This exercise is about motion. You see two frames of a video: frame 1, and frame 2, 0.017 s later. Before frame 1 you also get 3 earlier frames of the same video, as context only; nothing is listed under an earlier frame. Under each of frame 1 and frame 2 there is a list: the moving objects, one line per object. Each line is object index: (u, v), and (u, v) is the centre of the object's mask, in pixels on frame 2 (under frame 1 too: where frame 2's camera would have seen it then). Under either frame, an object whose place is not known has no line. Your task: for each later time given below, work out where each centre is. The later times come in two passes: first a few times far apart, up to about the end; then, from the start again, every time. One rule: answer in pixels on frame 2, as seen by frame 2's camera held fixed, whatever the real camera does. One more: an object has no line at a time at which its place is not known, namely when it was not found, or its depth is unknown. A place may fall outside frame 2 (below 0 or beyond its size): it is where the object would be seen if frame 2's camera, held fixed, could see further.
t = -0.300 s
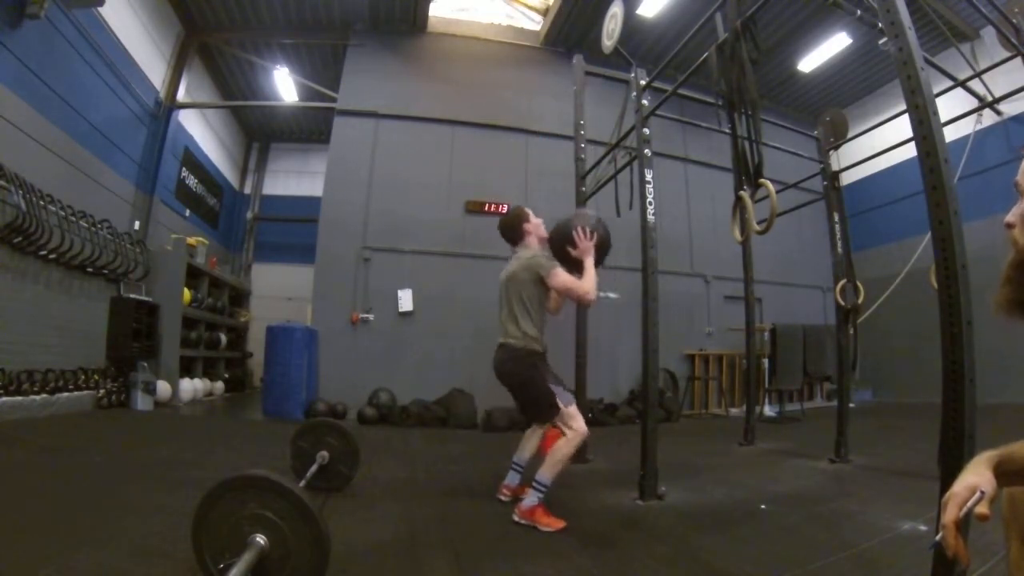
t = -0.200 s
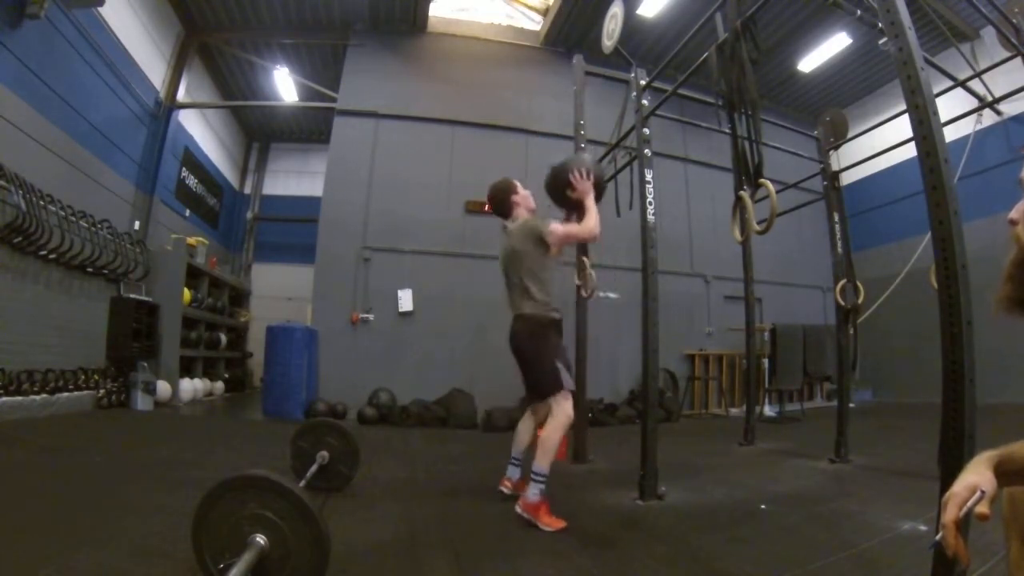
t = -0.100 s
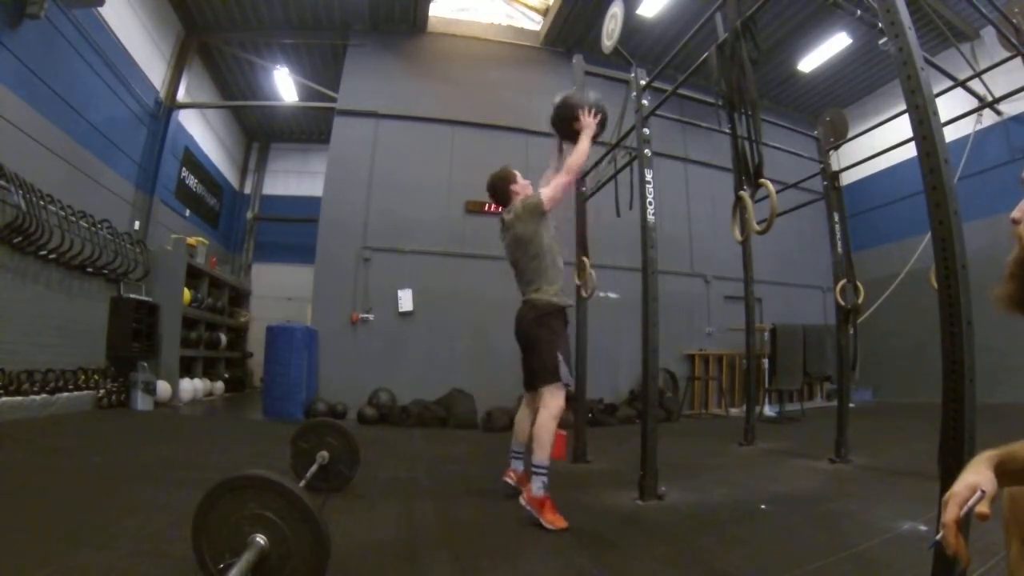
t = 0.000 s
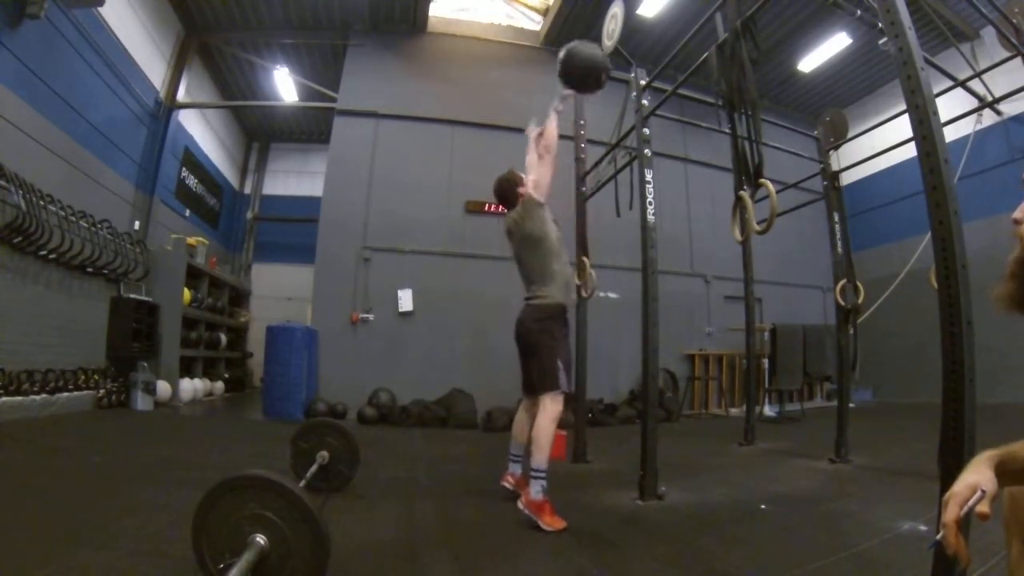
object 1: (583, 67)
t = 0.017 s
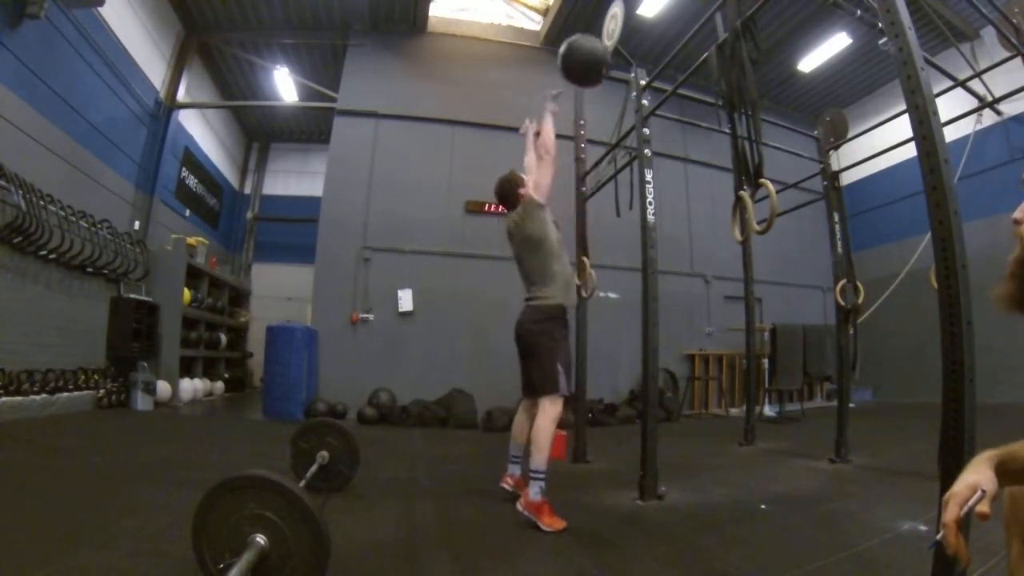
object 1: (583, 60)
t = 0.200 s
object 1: (591, 17)
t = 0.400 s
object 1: (585, 14)
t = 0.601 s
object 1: (577, 46)
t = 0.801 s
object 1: (573, 145)
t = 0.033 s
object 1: (584, 55)
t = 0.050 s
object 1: (584, 48)
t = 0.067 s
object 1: (586, 43)
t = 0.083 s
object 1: (587, 38)
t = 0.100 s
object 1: (588, 34)
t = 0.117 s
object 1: (589, 30)
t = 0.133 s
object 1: (590, 26)
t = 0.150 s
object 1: (590, 23)
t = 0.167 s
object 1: (591, 21)
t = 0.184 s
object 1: (592, 18)
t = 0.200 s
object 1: (591, 17)
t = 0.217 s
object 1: (591, 16)
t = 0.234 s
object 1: (592, 15)
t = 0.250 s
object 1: (590, 15)
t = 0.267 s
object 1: (590, 14)
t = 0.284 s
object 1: (589, 14)
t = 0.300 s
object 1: (588, 14)
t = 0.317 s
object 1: (587, 13)
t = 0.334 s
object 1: (587, 13)
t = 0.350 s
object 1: (586, 13)
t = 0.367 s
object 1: (586, 13)
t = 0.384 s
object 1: (586, 14)
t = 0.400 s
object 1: (585, 14)
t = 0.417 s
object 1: (585, 14)
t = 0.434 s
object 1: (584, 16)
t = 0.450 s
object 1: (582, 17)
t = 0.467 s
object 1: (582, 18)
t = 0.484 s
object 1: (582, 19)
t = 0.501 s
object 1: (581, 24)
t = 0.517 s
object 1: (580, 25)
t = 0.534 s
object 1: (580, 28)
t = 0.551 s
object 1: (579, 31)
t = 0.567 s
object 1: (578, 36)
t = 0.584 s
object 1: (578, 40)
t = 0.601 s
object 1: (577, 46)
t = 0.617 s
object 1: (577, 51)
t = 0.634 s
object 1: (577, 57)
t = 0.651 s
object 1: (576, 63)
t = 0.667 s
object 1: (576, 70)
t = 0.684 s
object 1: (575, 77)
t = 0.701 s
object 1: (575, 85)
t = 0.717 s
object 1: (575, 93)
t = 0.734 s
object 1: (575, 103)
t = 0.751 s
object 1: (575, 113)
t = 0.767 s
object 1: (574, 121)
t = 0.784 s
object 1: (574, 133)
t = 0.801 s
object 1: (573, 145)
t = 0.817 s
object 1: (572, 158)
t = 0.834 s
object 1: (572, 171)
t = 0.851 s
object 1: (571, 187)
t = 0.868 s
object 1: (570, 201)
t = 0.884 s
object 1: (570, 215)
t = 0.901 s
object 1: (569, 232)
